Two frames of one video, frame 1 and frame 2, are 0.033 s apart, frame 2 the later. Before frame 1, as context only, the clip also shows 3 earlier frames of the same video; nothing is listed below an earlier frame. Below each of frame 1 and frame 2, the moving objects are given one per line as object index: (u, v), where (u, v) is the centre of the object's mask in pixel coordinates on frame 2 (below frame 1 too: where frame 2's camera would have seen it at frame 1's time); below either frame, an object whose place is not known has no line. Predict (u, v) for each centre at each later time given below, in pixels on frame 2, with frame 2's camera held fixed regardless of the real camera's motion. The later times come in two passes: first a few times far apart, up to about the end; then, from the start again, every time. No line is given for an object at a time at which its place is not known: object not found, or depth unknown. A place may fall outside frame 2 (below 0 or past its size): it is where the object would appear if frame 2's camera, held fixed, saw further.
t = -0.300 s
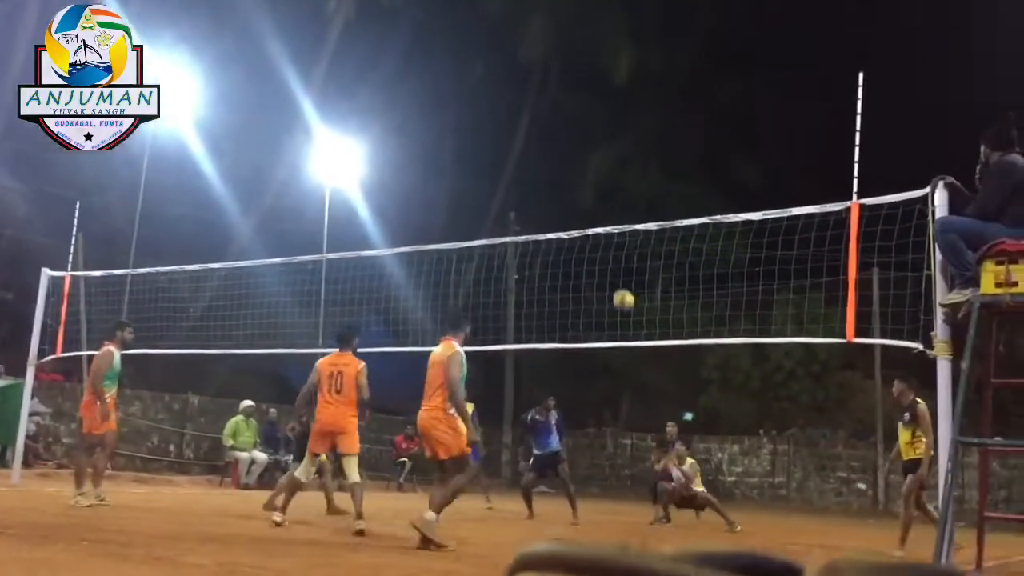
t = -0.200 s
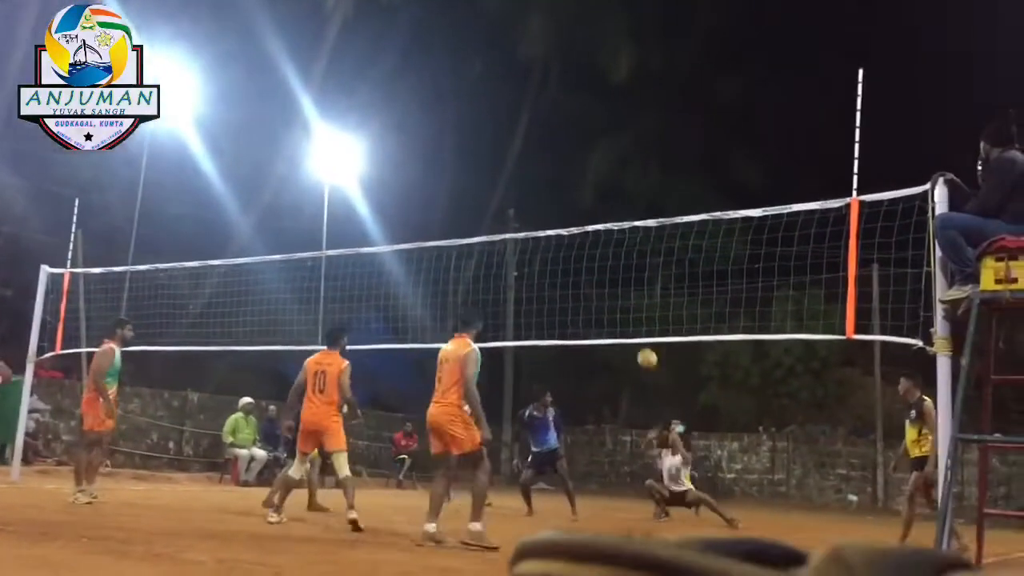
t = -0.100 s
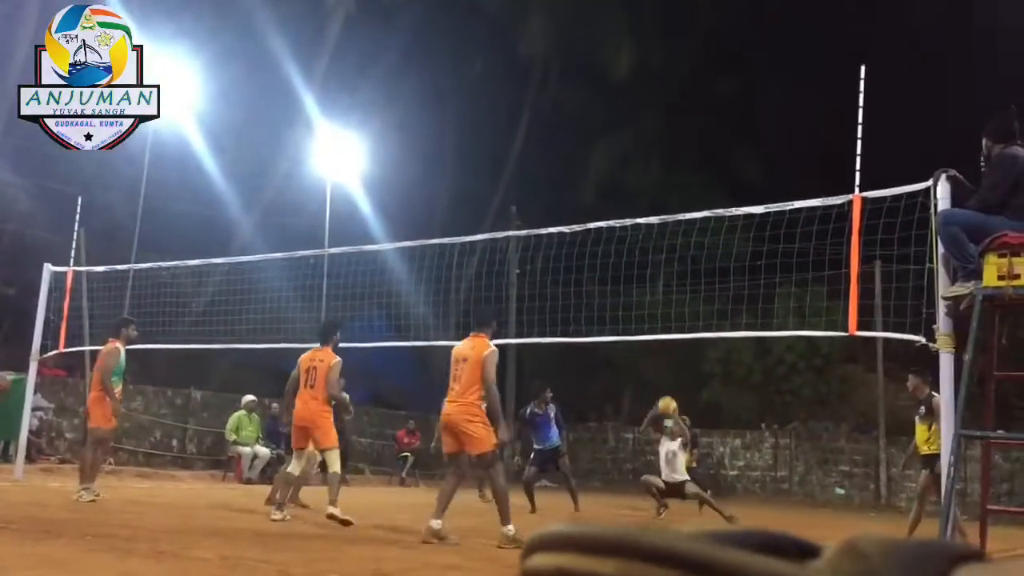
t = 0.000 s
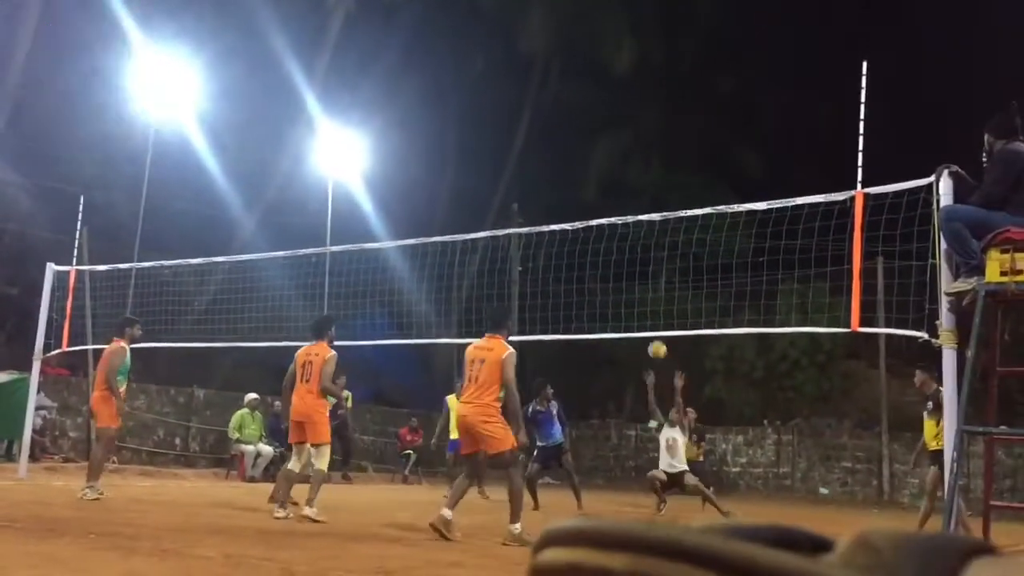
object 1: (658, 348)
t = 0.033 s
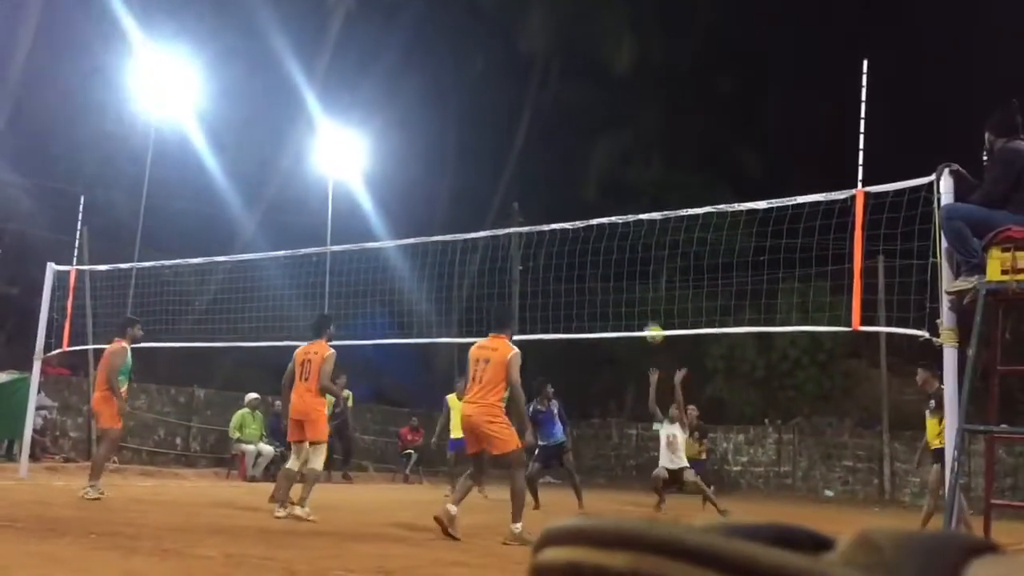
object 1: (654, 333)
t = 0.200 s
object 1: (630, 265)
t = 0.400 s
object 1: (598, 211)
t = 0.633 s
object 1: (559, 190)
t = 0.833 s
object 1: (522, 209)
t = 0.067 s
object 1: (648, 317)
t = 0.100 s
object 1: (644, 304)
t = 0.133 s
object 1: (639, 290)
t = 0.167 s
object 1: (635, 277)
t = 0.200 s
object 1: (630, 265)
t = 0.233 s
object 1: (625, 254)
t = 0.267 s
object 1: (620, 244)
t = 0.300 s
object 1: (615, 235)
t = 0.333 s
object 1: (610, 227)
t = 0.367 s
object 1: (605, 218)
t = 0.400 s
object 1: (598, 211)
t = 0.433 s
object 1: (593, 206)
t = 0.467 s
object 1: (587, 201)
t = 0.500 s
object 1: (582, 197)
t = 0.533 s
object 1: (576, 194)
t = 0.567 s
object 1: (571, 192)
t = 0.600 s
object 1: (565, 190)
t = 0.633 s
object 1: (559, 190)
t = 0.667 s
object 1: (553, 191)
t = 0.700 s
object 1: (547, 192)
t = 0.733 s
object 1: (541, 194)
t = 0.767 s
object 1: (535, 198)
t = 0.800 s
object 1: (528, 203)
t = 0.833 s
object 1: (522, 209)
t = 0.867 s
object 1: (515, 215)
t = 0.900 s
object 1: (508, 220)
